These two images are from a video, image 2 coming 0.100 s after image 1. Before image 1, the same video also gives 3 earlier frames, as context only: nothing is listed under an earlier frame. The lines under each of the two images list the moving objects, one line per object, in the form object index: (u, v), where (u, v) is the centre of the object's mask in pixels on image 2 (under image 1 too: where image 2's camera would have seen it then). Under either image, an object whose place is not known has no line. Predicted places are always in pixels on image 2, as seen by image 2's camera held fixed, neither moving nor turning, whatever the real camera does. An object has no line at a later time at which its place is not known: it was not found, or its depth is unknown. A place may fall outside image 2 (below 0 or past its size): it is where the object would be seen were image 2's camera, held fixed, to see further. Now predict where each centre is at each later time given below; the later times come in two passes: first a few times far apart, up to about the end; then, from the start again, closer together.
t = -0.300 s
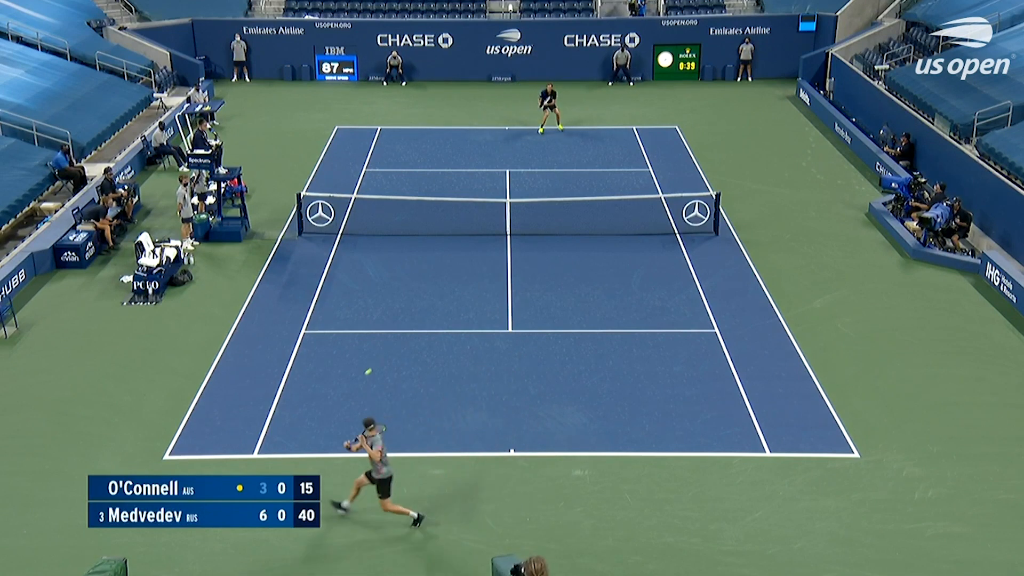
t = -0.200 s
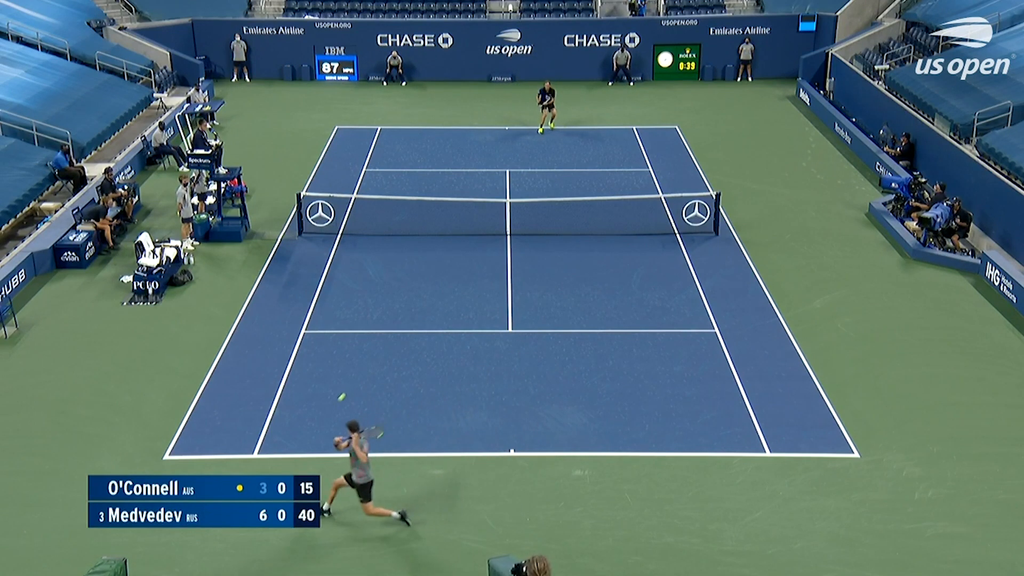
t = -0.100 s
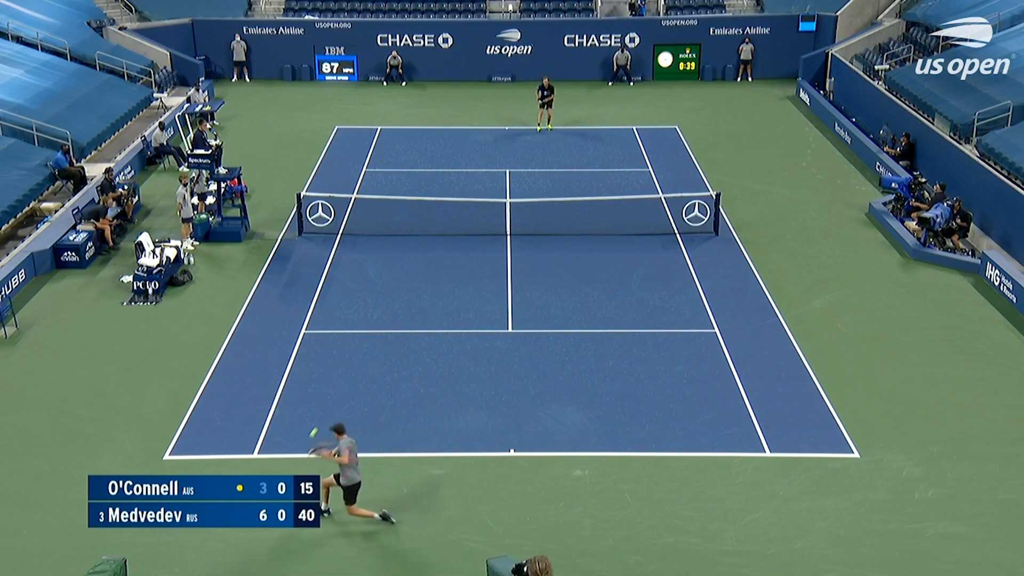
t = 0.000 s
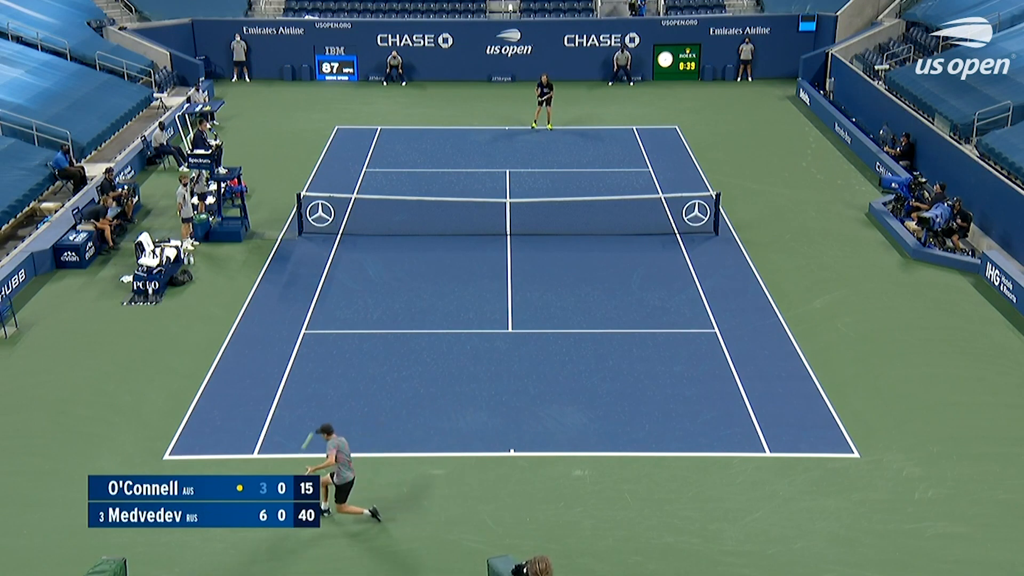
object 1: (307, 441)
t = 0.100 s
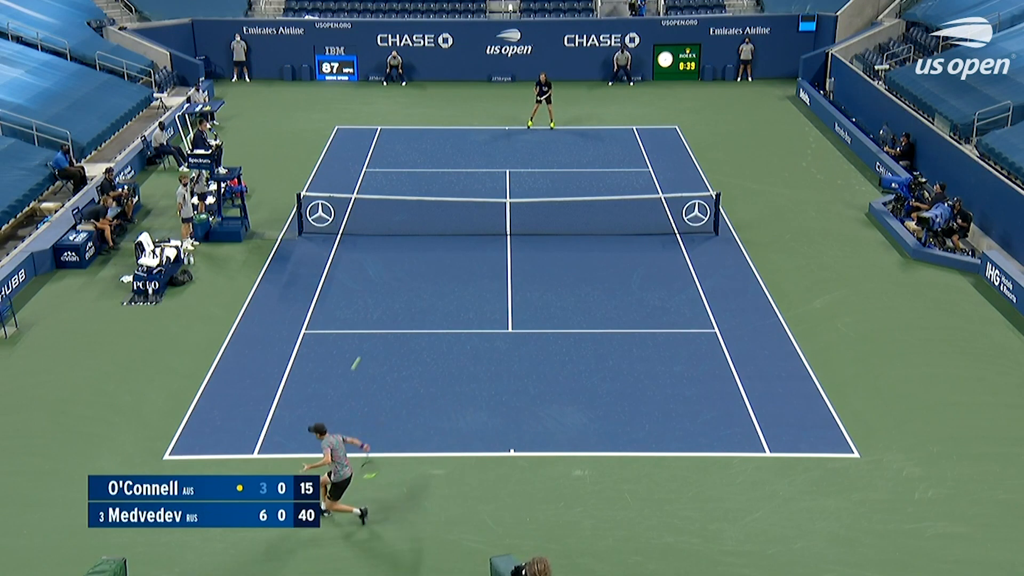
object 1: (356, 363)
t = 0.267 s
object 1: (416, 272)
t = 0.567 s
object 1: (487, 179)
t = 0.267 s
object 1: (416, 272)
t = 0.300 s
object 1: (426, 257)
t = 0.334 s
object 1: (435, 244)
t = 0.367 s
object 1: (444, 232)
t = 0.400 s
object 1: (452, 222)
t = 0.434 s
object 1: (460, 212)
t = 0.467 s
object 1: (467, 203)
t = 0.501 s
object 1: (474, 194)
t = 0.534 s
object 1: (481, 186)
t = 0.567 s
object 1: (487, 179)
